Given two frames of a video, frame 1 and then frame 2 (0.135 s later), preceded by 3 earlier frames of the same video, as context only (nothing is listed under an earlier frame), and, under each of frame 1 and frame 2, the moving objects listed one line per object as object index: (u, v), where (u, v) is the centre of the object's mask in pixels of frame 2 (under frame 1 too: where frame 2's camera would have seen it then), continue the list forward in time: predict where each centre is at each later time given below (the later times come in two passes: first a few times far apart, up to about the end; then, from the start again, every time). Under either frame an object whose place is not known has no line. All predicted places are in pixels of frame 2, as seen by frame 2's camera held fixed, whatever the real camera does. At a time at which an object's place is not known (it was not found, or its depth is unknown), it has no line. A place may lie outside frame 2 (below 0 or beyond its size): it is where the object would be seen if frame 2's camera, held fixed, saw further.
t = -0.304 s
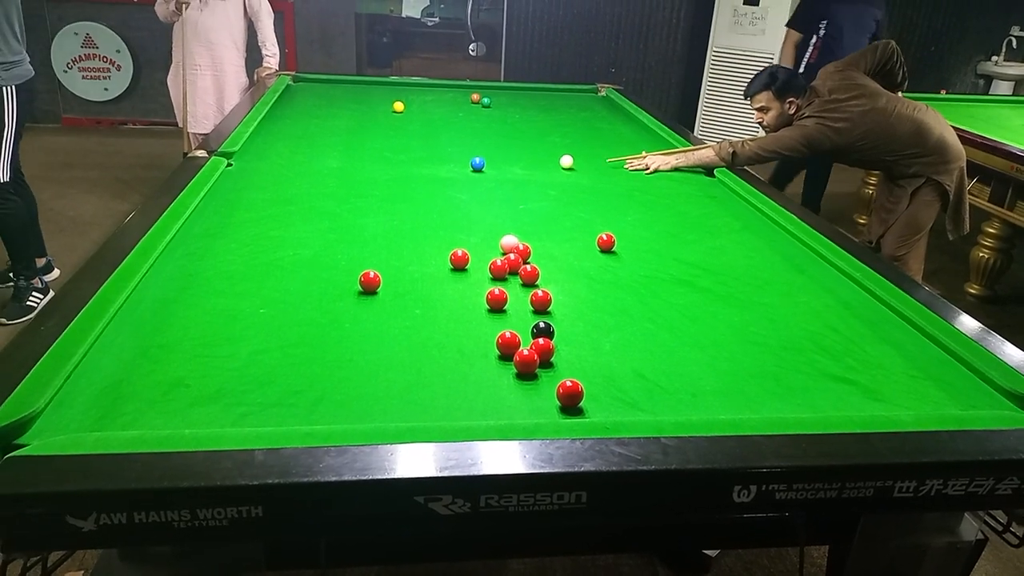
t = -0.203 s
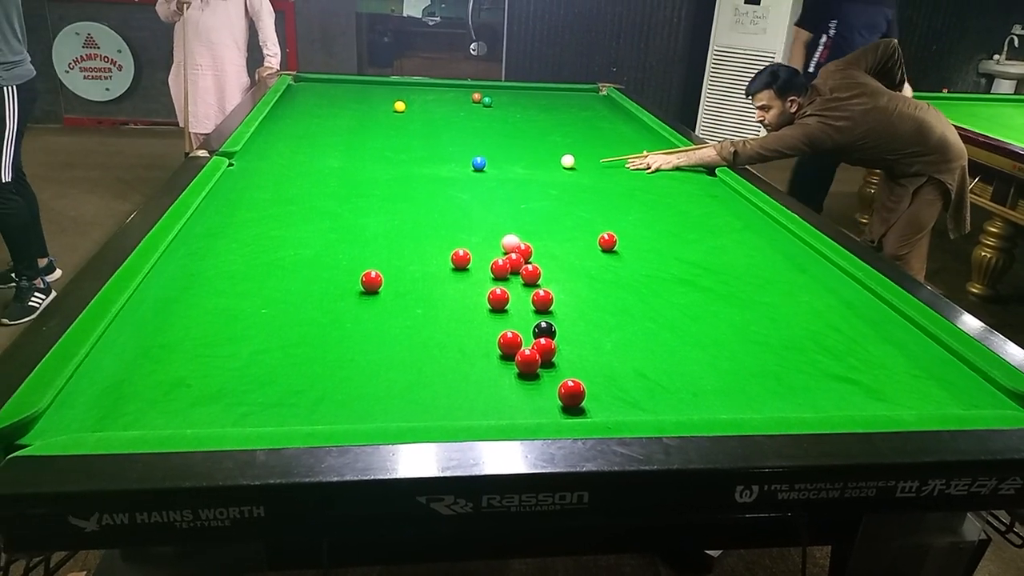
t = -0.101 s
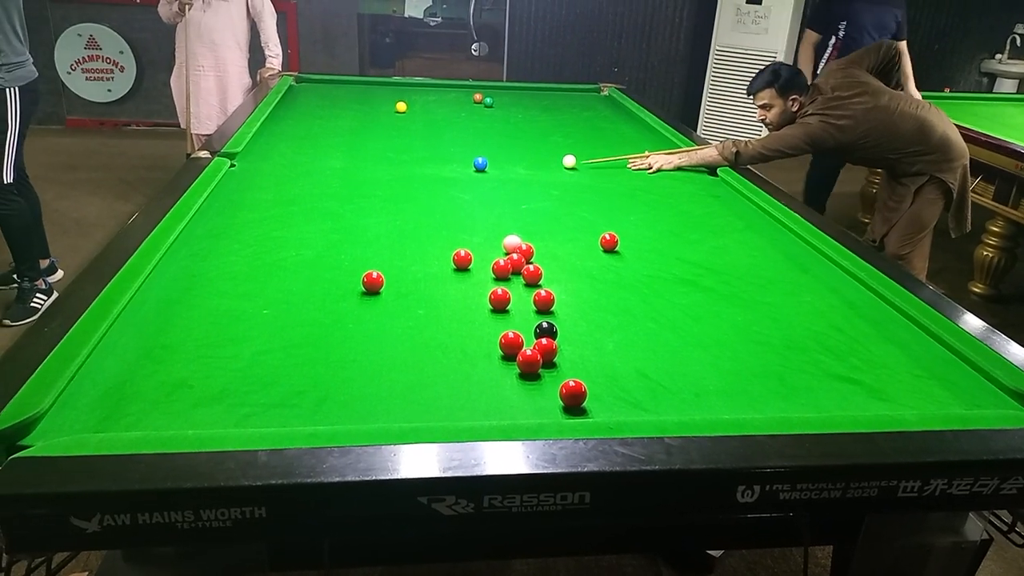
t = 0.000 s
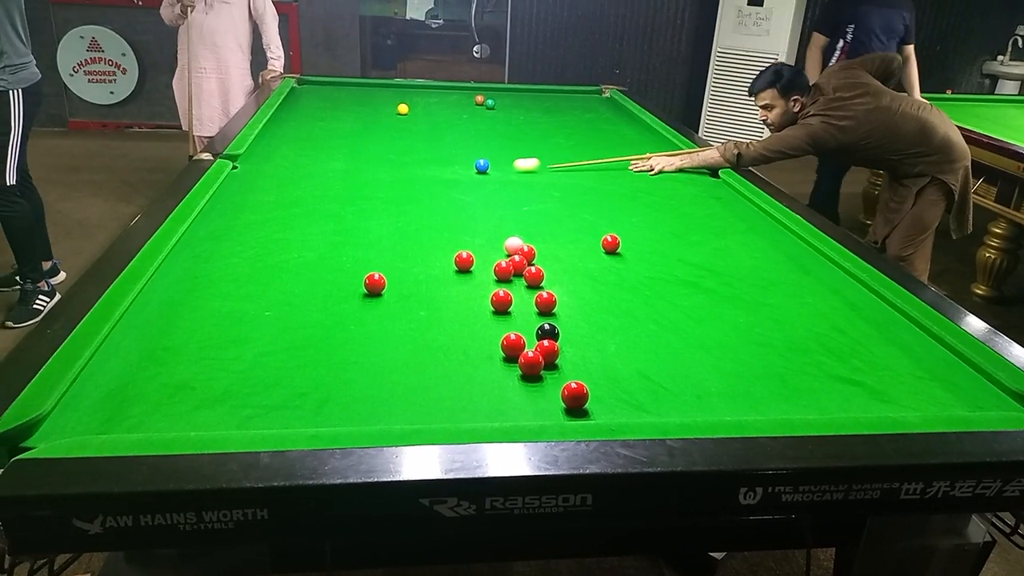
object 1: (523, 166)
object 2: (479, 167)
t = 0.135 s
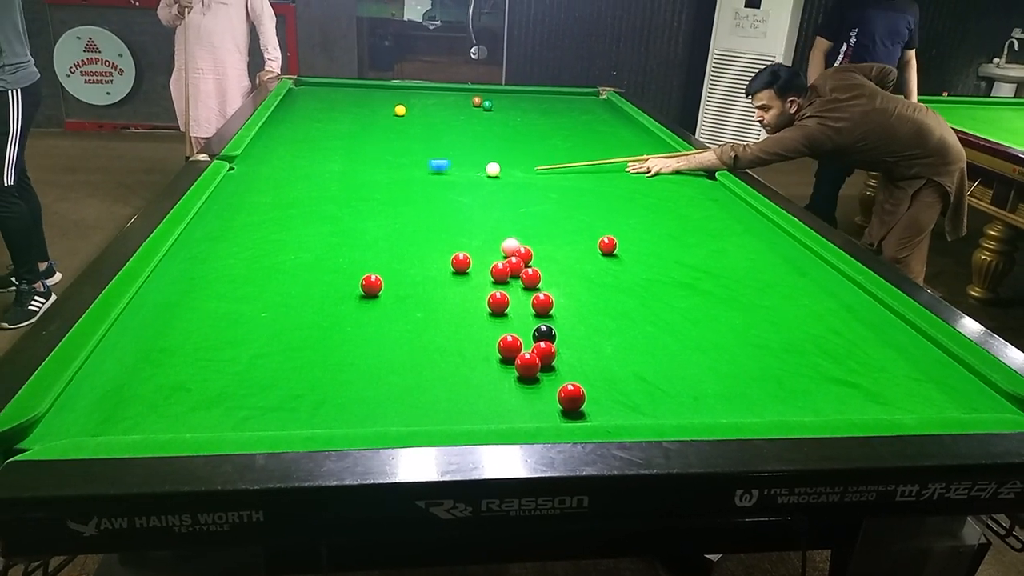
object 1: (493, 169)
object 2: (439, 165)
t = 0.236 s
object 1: (493, 171)
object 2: (395, 164)
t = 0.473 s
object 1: (494, 176)
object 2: (301, 162)
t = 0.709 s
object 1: (496, 181)
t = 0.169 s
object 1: (493, 170)
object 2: (423, 165)
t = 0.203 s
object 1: (493, 171)
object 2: (409, 165)
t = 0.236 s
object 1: (493, 171)
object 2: (395, 164)
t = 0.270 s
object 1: (493, 172)
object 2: (382, 164)
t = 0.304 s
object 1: (493, 173)
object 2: (368, 164)
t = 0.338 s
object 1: (493, 173)
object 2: (354, 163)
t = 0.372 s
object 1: (494, 174)
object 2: (342, 163)
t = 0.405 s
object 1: (494, 175)
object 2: (328, 162)
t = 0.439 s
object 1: (494, 176)
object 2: (314, 162)
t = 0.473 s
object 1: (494, 176)
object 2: (301, 162)
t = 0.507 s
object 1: (494, 177)
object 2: (287, 162)
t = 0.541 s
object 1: (494, 178)
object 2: (274, 161)
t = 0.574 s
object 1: (495, 178)
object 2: (260, 161)
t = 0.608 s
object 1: (495, 179)
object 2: (246, 160)
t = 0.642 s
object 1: (495, 180)
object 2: (234, 160)
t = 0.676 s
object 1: (495, 180)
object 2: (222, 158)
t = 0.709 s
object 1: (496, 181)
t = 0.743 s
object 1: (496, 181)
